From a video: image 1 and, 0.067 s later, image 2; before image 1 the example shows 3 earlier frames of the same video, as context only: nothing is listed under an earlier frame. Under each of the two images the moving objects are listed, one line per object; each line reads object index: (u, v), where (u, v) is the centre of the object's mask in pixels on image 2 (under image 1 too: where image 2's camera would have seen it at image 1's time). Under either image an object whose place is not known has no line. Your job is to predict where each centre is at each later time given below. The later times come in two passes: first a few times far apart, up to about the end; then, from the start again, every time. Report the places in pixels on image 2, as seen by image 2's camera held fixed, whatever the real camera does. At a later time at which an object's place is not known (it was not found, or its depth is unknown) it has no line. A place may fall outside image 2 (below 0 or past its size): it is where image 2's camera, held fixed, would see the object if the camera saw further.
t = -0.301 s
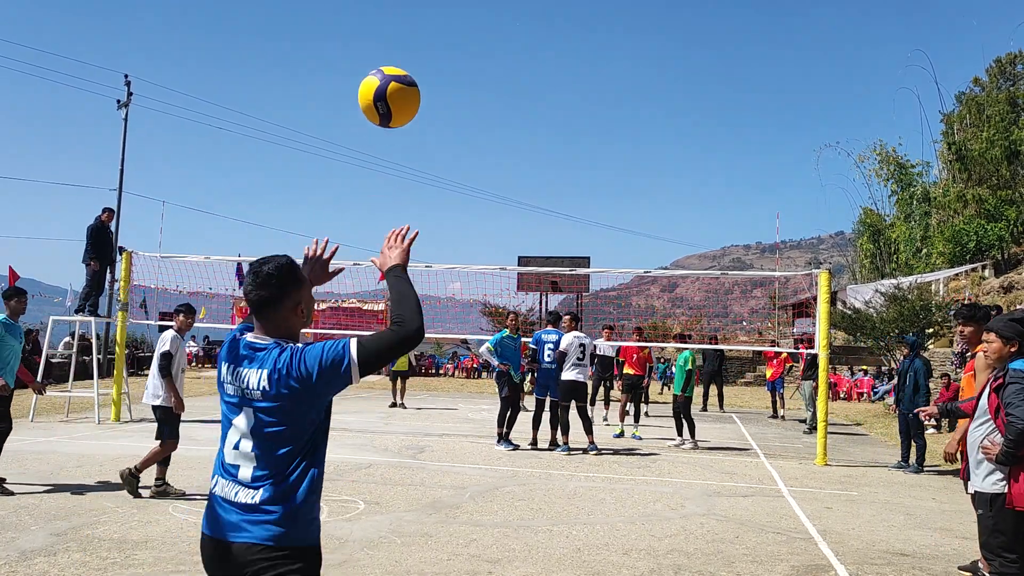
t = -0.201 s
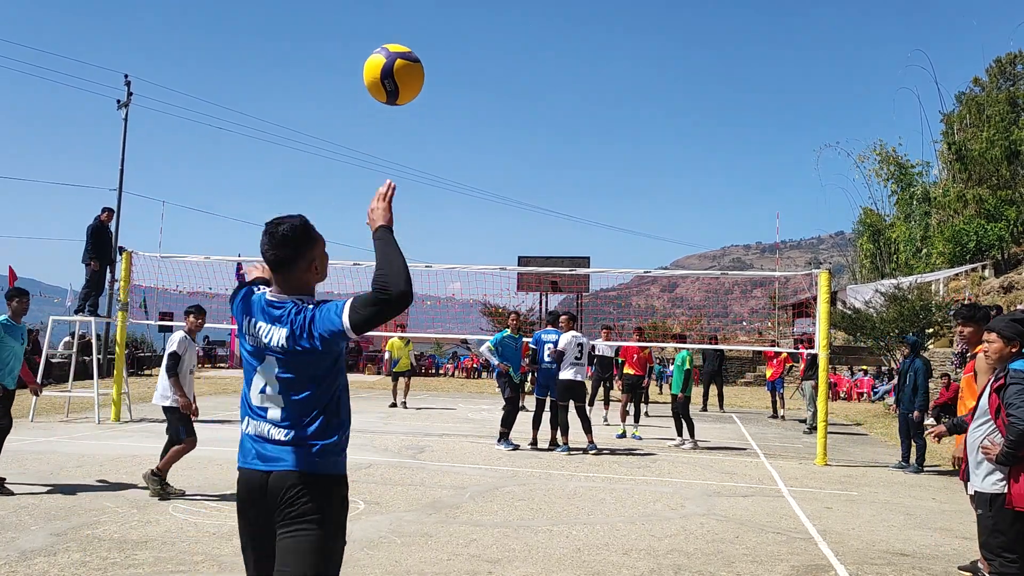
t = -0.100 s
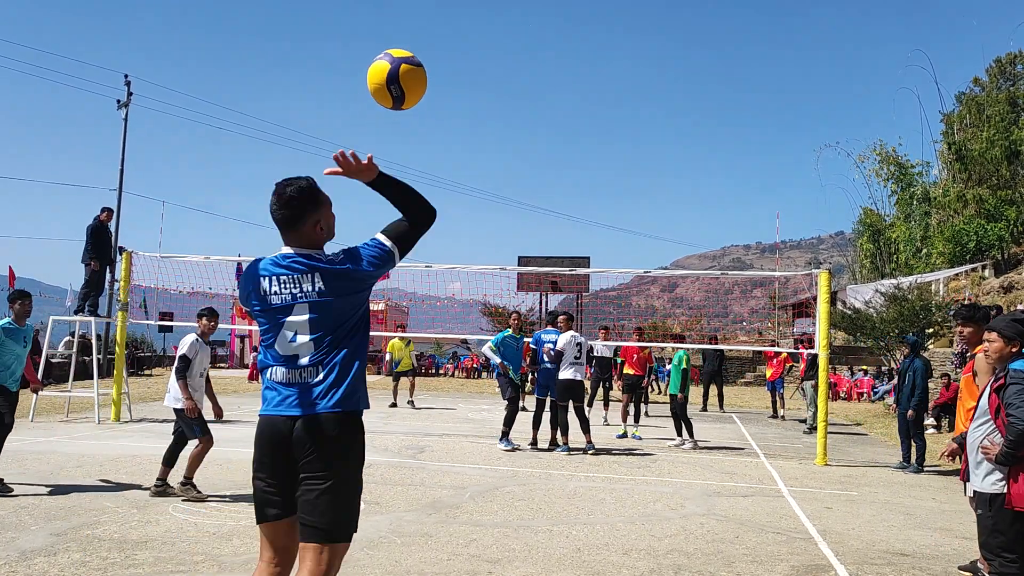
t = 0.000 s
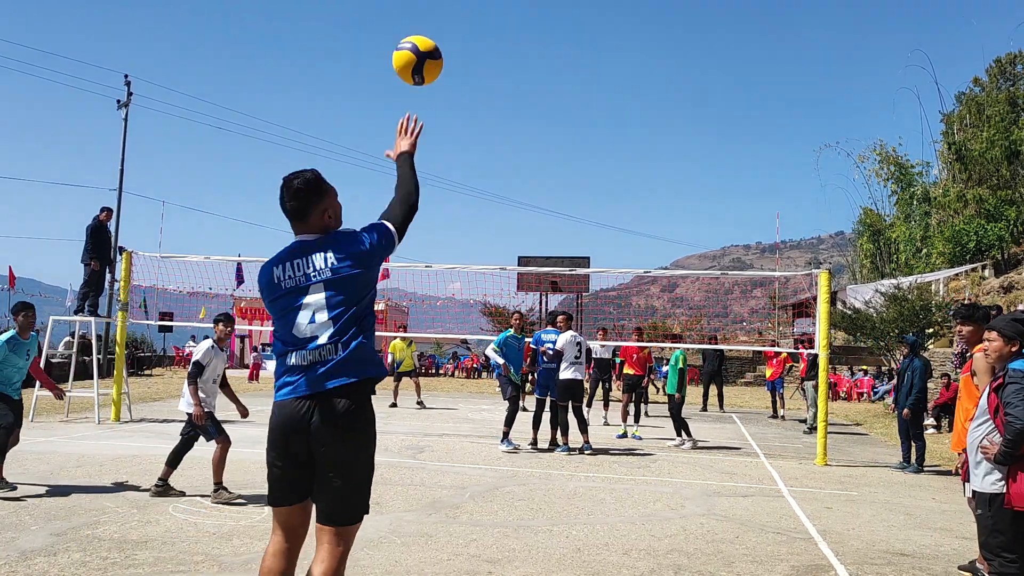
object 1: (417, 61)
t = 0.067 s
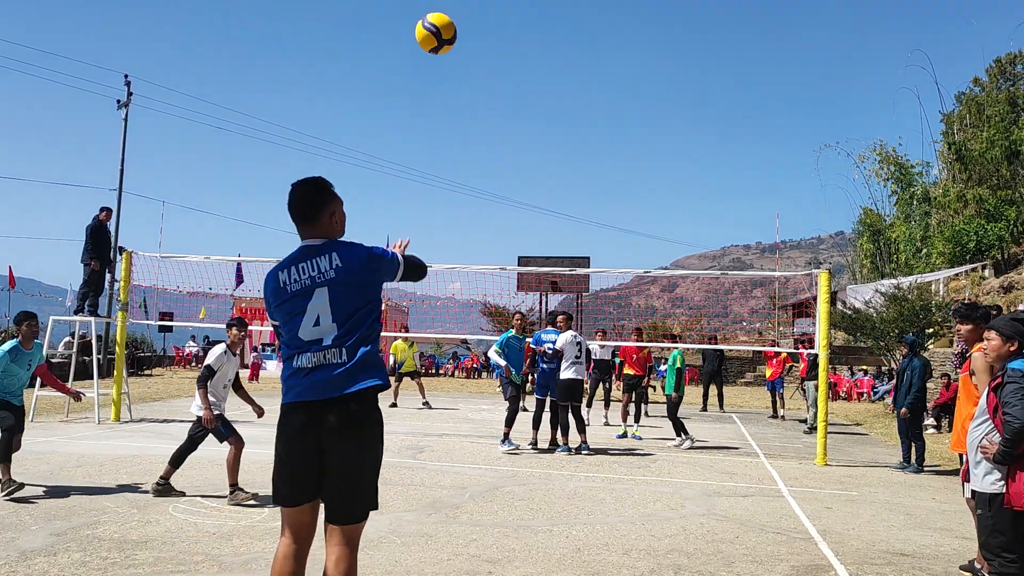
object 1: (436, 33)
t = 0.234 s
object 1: (457, 19)
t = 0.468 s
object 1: (474, 52)
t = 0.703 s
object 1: (481, 105)
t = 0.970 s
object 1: (487, 181)
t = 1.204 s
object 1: (490, 253)
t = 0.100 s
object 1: (442, 26)
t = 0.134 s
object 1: (447, 21)
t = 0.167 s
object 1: (450, 19)
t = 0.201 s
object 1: (454, 18)
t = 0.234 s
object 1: (457, 19)
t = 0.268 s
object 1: (461, 21)
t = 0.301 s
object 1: (464, 24)
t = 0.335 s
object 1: (466, 29)
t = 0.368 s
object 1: (469, 34)
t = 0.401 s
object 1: (471, 39)
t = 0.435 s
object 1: (473, 45)
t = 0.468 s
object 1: (474, 52)
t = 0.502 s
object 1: (476, 59)
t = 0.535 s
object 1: (476, 66)
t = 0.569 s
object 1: (478, 74)
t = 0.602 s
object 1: (479, 81)
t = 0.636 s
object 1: (479, 88)
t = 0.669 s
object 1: (480, 97)
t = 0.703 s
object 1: (481, 105)
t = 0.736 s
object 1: (482, 114)
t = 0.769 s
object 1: (482, 123)
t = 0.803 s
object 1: (483, 132)
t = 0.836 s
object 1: (484, 142)
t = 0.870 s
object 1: (485, 152)
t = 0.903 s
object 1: (486, 162)
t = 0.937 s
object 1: (487, 171)
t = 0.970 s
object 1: (487, 181)
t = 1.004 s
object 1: (488, 191)
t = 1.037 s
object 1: (488, 201)
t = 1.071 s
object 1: (488, 212)
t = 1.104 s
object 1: (489, 222)
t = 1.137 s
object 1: (489, 232)
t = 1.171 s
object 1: (490, 242)
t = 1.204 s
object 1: (490, 253)
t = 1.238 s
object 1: (490, 262)
